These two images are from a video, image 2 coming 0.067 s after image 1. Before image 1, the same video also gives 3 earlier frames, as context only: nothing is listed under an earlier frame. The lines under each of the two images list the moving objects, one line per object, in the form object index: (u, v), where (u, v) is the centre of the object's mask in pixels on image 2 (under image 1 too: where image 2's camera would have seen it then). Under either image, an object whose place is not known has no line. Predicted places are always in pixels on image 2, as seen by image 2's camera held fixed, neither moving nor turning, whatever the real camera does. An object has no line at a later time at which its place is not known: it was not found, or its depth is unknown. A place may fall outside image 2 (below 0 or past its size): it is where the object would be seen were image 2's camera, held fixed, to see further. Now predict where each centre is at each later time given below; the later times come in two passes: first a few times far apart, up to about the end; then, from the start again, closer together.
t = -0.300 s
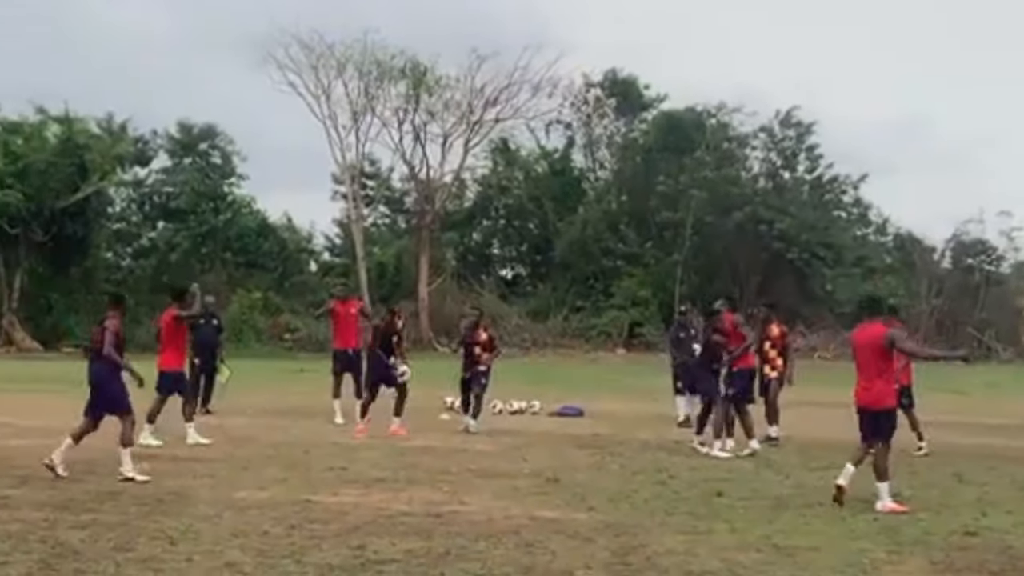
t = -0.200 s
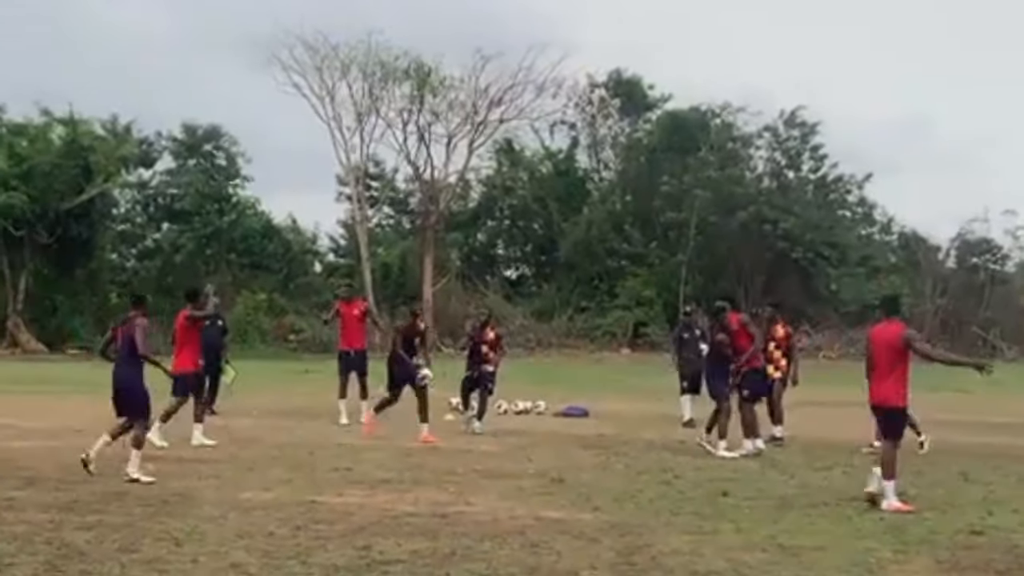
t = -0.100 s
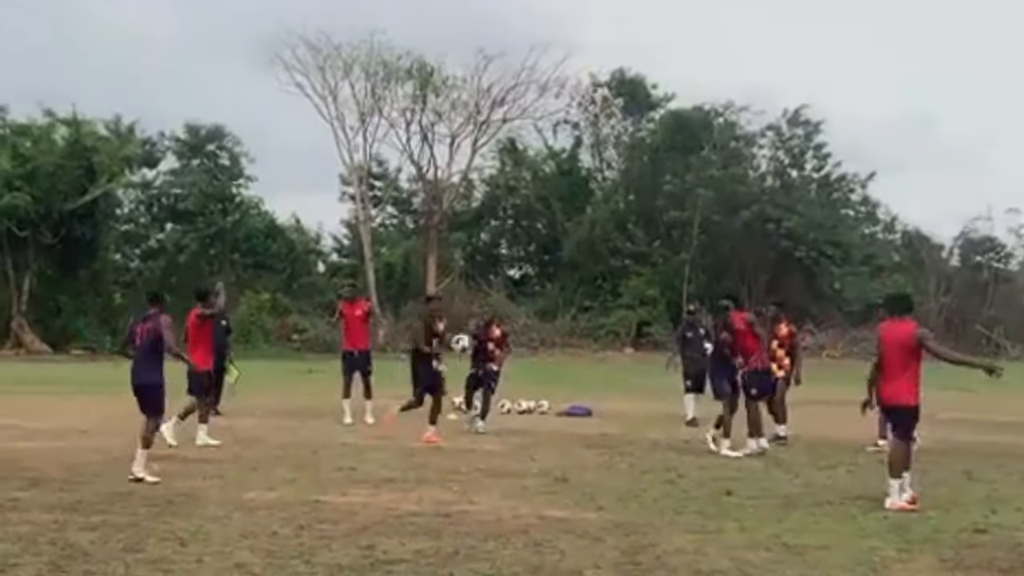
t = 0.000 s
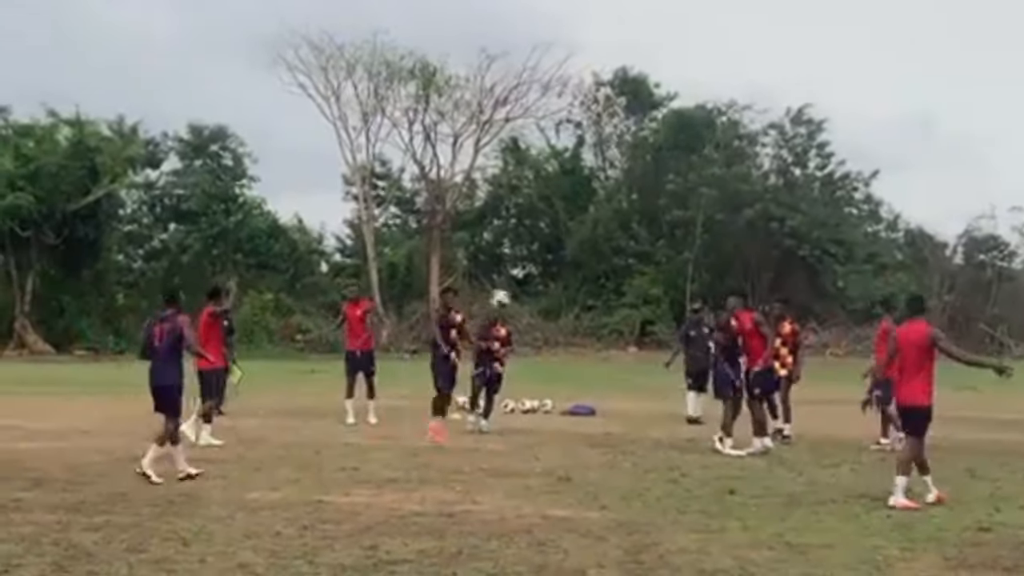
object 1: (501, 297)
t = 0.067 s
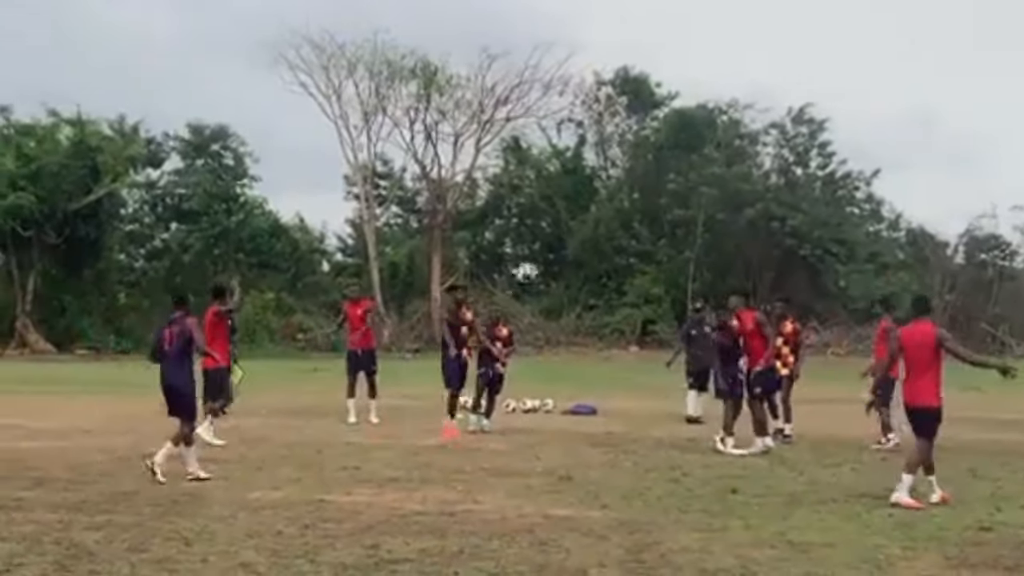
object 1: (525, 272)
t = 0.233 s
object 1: (588, 222)
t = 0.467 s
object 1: (682, 190)
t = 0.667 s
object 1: (772, 205)
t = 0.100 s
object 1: (538, 262)
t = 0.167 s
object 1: (563, 241)
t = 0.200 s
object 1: (575, 231)
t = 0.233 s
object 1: (588, 222)
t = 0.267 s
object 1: (600, 215)
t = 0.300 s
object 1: (613, 208)
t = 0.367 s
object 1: (640, 198)
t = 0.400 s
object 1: (655, 195)
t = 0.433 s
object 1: (668, 192)
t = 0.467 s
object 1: (682, 190)
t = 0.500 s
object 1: (697, 190)
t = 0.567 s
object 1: (727, 193)
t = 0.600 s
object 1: (742, 196)
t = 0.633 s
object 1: (756, 200)
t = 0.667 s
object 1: (772, 205)
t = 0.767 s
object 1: (820, 228)
